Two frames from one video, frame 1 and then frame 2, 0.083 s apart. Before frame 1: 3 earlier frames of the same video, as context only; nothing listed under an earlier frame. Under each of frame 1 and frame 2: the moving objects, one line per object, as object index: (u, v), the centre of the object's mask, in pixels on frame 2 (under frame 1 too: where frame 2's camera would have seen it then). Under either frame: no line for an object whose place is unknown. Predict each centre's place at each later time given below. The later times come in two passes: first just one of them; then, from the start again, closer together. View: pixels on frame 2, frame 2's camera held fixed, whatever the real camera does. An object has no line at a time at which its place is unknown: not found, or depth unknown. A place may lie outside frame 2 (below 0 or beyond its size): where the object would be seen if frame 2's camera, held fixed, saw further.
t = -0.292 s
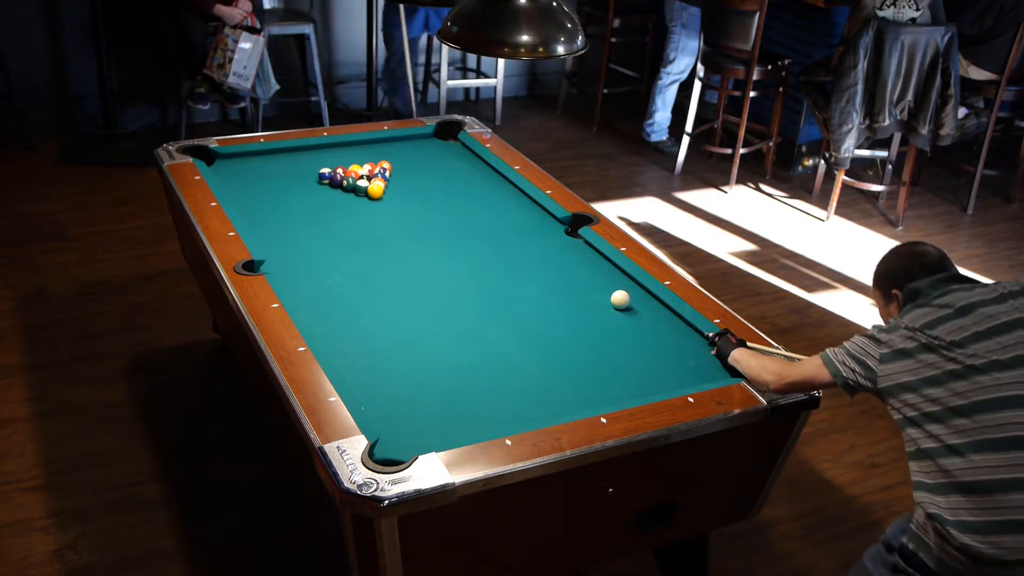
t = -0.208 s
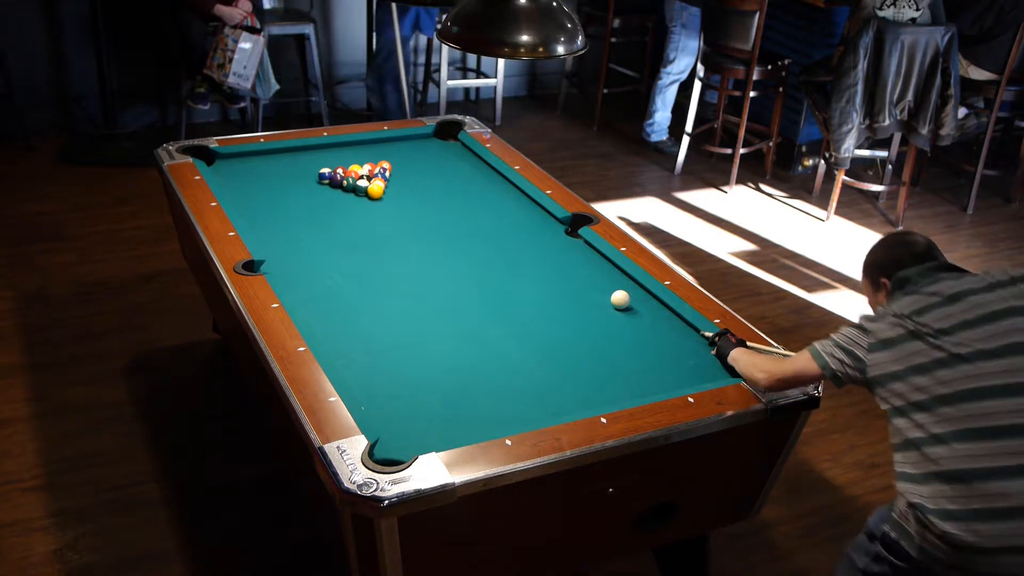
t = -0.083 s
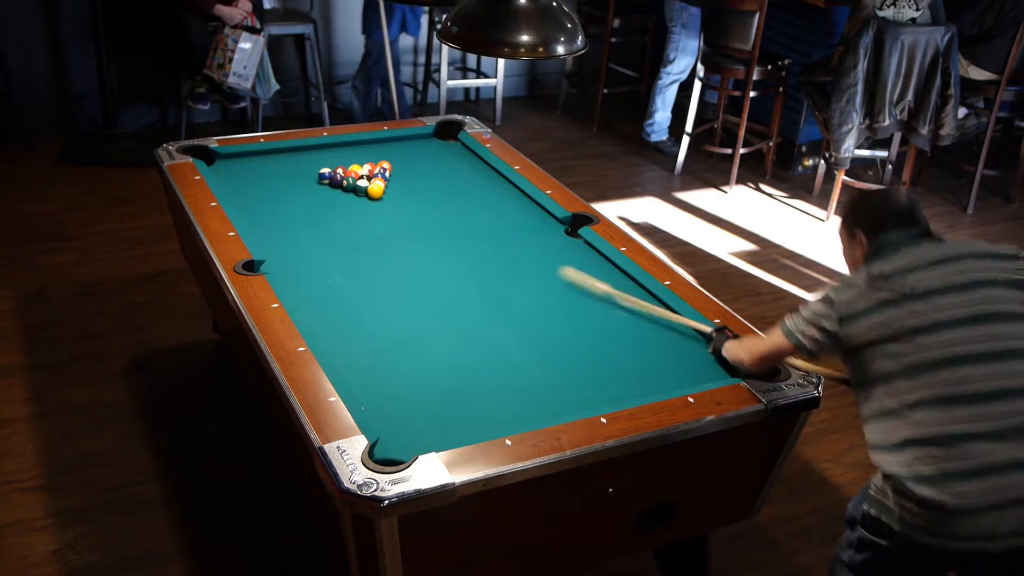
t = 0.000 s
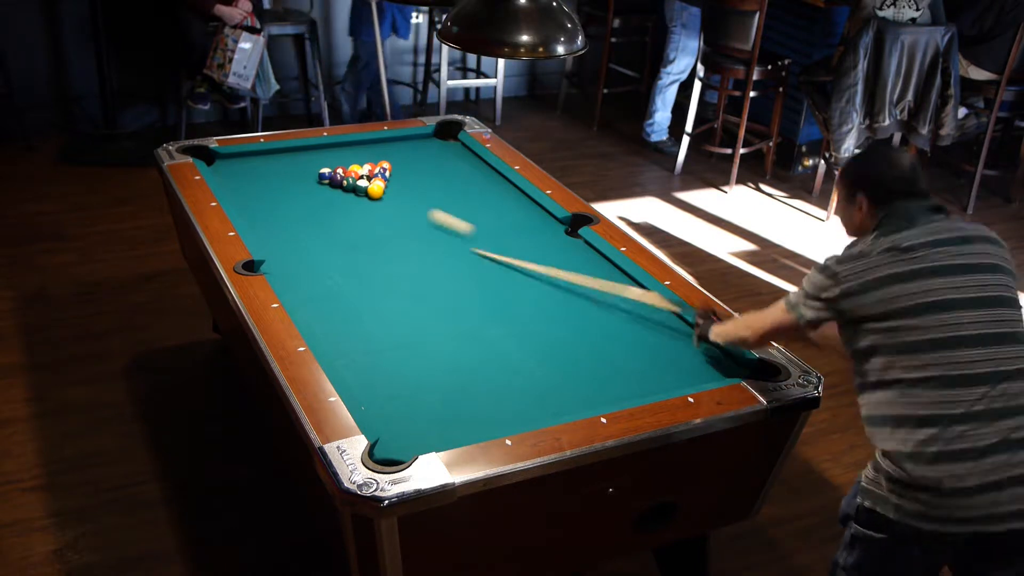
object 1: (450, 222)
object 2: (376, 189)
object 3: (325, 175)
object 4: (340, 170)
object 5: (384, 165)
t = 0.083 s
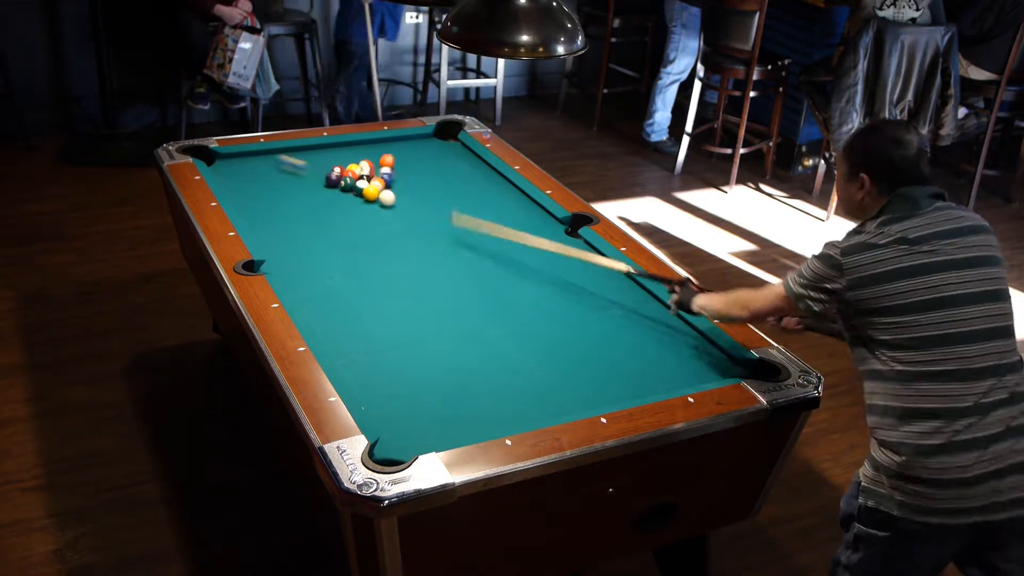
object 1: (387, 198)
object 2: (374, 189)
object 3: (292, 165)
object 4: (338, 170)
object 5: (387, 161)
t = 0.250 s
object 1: (403, 212)
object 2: (353, 204)
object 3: (231, 182)
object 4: (329, 169)
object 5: (401, 139)
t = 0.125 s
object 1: (390, 201)
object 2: (366, 197)
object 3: (257, 155)
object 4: (336, 170)
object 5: (390, 154)
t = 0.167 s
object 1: (394, 205)
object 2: (362, 200)
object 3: (245, 161)
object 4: (333, 170)
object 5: (393, 148)
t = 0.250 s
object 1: (403, 212)
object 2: (353, 204)
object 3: (231, 182)
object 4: (329, 169)
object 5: (401, 139)
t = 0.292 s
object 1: (408, 216)
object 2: (348, 206)
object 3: (234, 191)
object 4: (327, 167)
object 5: (409, 142)
